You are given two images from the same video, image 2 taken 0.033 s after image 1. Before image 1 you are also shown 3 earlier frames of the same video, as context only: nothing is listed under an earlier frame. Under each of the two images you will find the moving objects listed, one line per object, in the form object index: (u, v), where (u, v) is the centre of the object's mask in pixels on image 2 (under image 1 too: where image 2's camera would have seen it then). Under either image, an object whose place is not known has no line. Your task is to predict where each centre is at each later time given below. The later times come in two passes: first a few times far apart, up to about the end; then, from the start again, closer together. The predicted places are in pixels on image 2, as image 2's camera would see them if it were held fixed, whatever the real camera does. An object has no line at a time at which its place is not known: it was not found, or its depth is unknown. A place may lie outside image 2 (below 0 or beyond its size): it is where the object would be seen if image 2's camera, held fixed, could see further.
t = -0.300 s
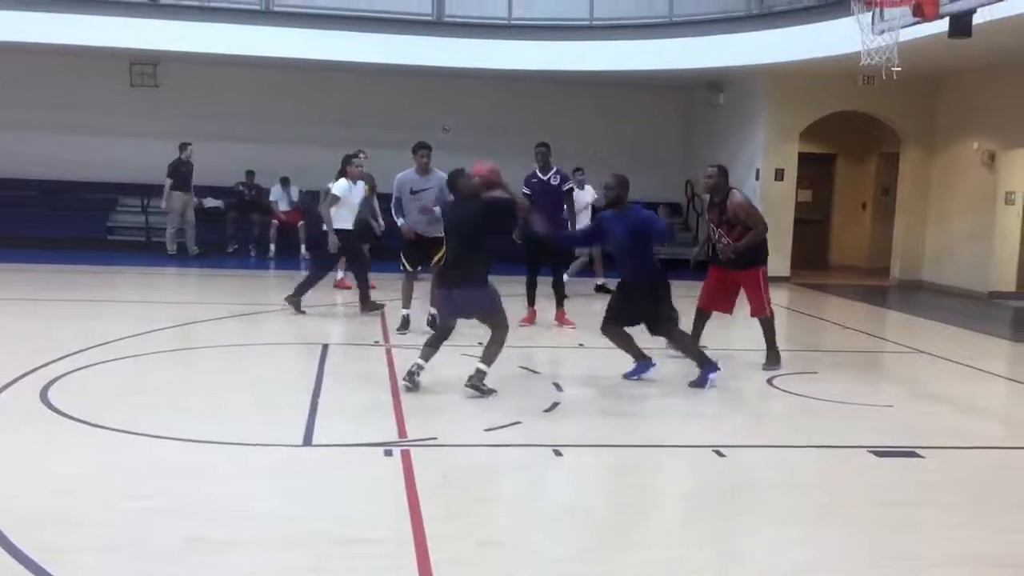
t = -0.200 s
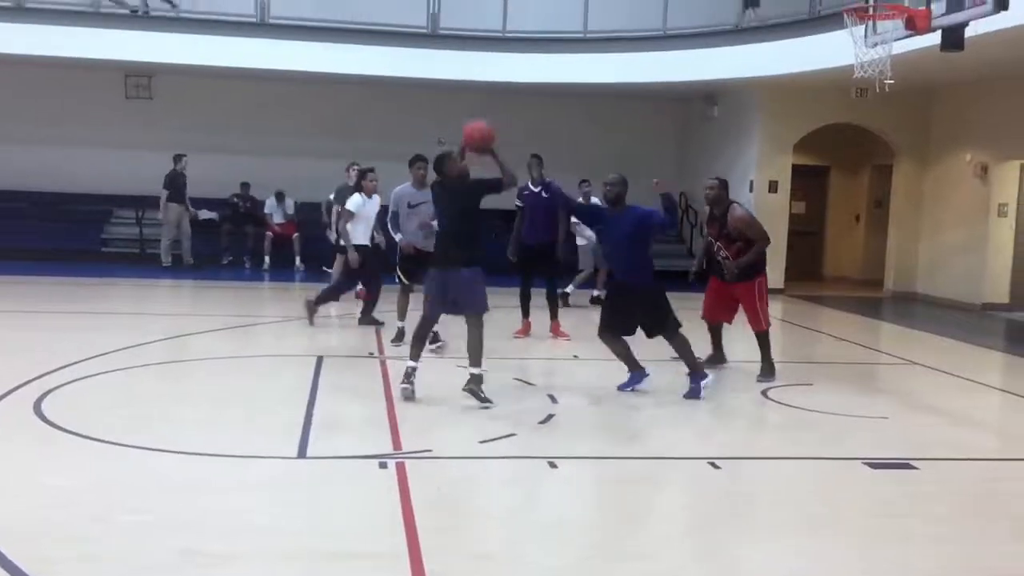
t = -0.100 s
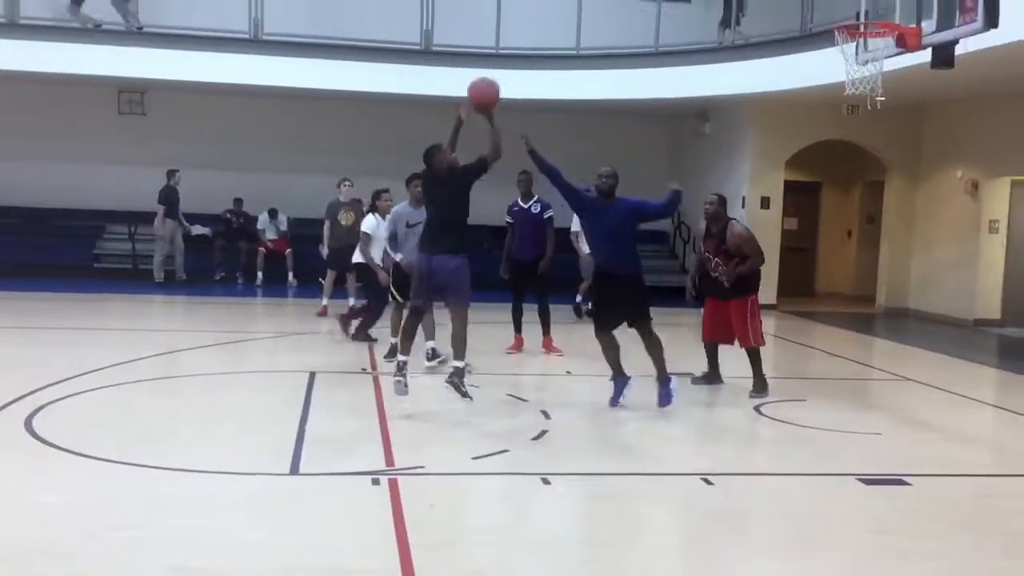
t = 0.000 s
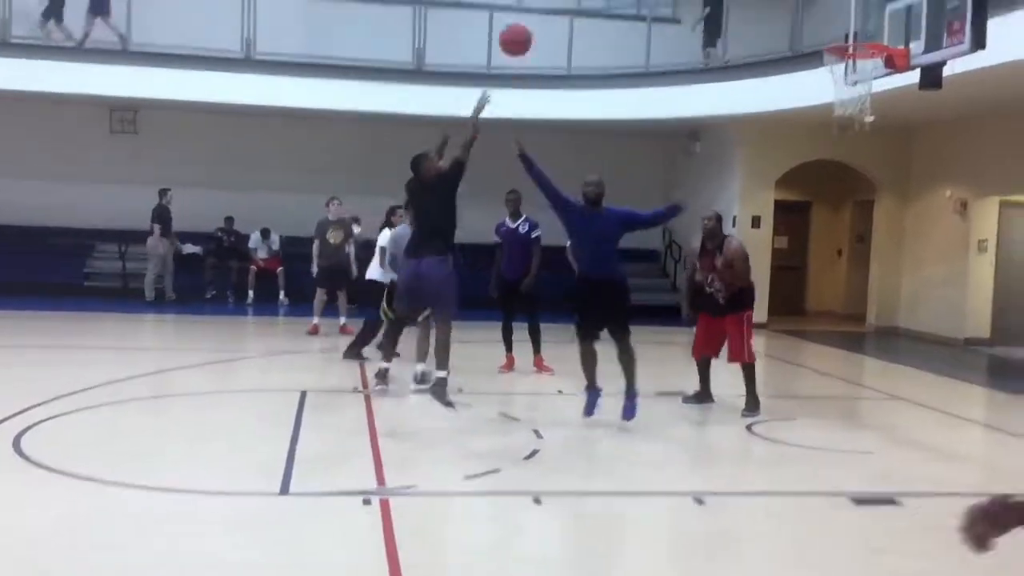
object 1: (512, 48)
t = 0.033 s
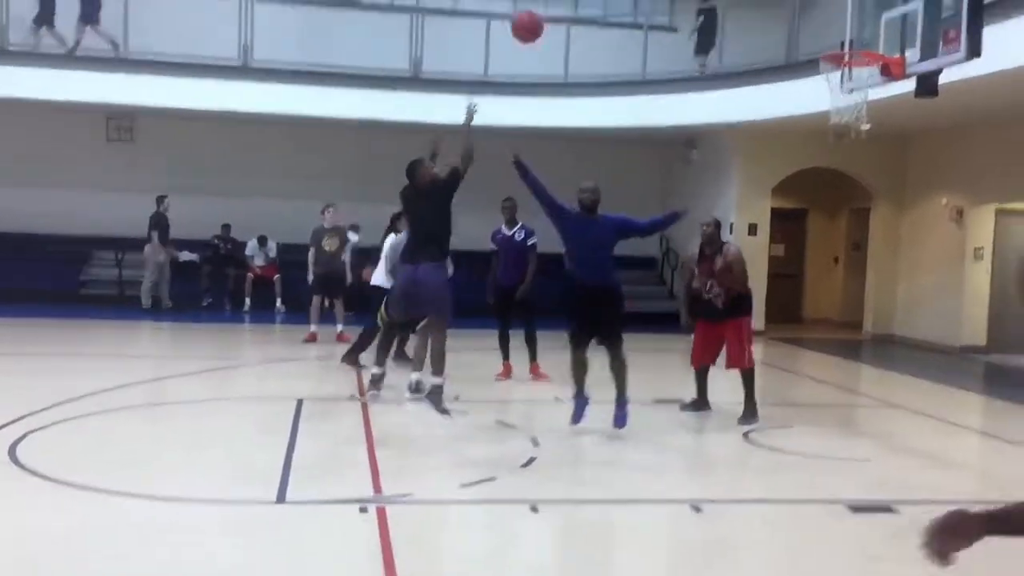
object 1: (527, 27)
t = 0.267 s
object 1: (624, -65)
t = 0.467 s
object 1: (702, -97)
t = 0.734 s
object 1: (799, -68)
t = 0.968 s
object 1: (875, 35)
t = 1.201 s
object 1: (873, -13)
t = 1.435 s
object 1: (854, -11)
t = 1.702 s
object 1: (844, 31)
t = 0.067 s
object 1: (542, 6)
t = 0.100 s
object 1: (556, -10)
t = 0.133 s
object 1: (570, -23)
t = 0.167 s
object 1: (584, -36)
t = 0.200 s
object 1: (598, -47)
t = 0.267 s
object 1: (624, -65)
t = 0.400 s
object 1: (676, -90)
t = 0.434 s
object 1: (690, -94)
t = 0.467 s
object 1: (702, -97)
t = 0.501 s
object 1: (716, -99)
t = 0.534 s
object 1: (728, -100)
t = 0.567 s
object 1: (741, -101)
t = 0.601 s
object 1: (753, -100)
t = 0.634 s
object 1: (765, -96)
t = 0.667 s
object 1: (777, -89)
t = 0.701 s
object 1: (787, -79)
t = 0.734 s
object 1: (799, -68)
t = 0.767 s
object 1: (810, -57)
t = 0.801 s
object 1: (821, -44)
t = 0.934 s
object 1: (866, 16)
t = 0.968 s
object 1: (875, 35)
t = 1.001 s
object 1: (885, 41)
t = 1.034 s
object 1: (884, 28)
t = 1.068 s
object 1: (882, 17)
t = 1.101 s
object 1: (880, 8)
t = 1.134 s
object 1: (878, 0)
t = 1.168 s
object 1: (876, -7)
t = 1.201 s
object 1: (873, -13)
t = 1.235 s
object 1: (871, -17)
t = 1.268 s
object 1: (869, -19)
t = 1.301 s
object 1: (866, -20)
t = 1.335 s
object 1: (863, -20)
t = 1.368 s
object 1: (860, -18)
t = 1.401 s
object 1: (857, -15)
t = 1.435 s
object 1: (854, -11)
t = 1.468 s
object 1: (850, -5)
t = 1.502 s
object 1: (847, 2)
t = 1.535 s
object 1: (844, 12)
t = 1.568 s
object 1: (840, 22)
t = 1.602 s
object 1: (837, 34)
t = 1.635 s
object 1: (837, 39)
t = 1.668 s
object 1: (841, 34)
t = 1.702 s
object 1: (844, 31)
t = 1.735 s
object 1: (848, 29)
